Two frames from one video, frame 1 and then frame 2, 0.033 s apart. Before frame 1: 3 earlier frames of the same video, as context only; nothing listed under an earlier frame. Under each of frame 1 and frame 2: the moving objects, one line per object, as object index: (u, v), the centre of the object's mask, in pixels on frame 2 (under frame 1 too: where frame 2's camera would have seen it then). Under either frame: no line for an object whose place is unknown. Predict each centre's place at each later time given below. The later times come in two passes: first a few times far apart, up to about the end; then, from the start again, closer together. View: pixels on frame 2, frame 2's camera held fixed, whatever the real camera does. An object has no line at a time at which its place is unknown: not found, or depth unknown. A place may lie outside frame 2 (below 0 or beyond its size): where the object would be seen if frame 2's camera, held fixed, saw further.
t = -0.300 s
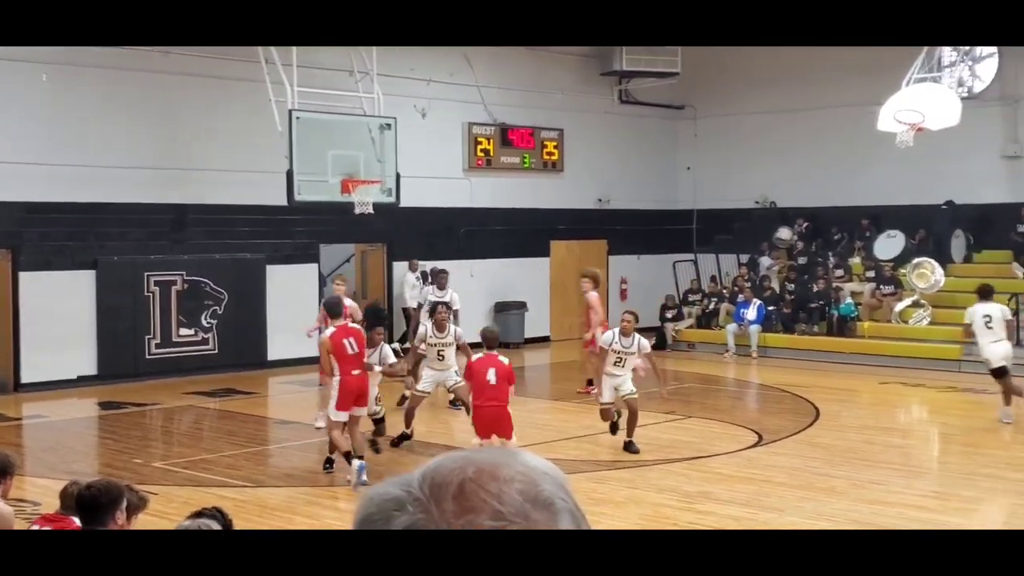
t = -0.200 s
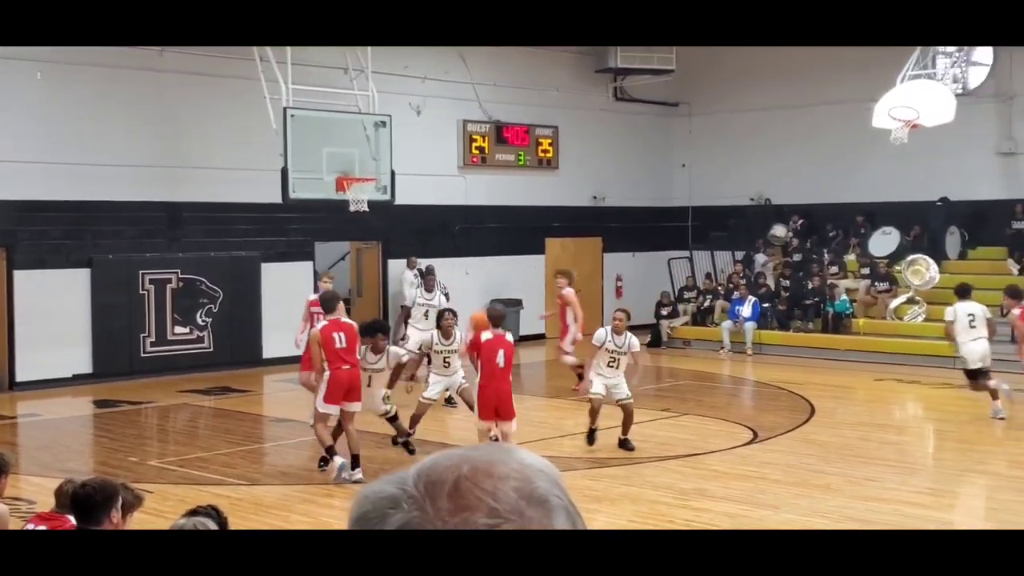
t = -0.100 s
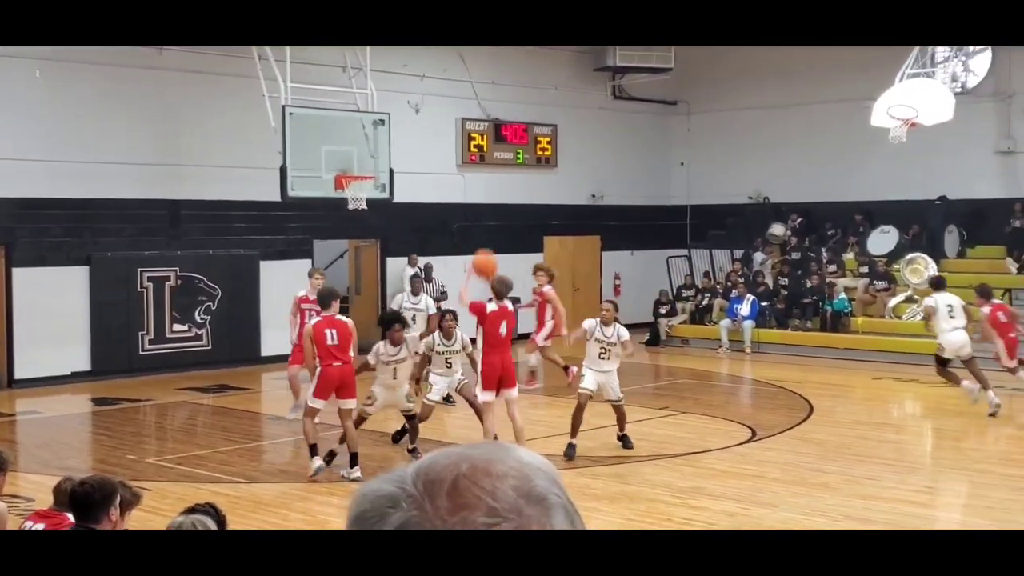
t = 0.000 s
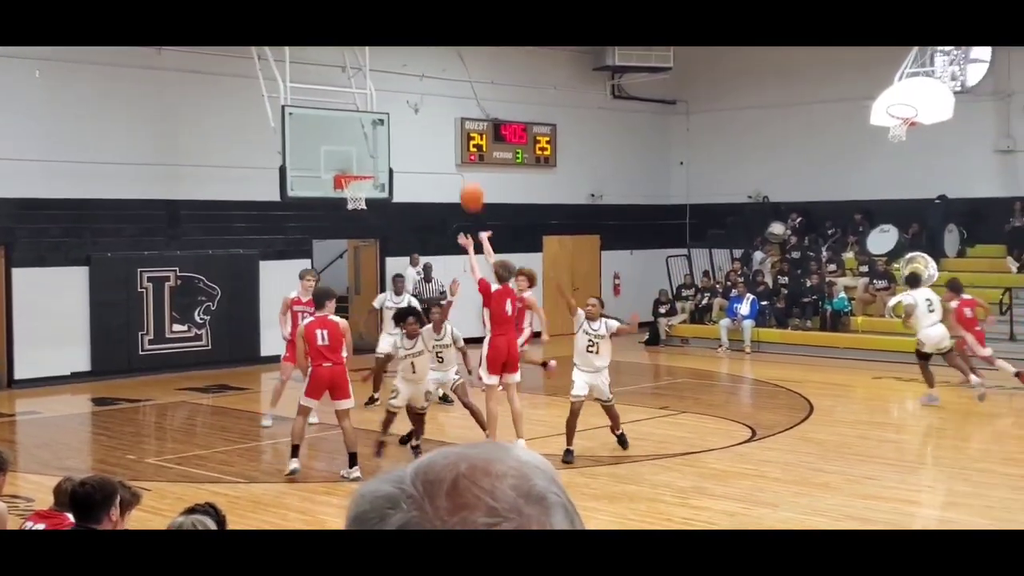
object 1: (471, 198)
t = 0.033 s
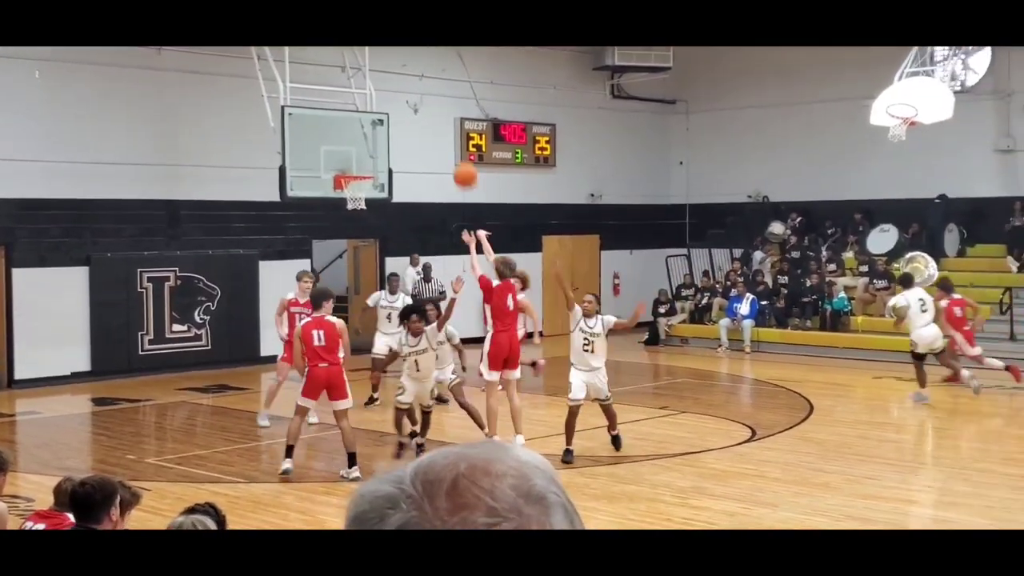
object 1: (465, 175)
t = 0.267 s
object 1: (432, 77)
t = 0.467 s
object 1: (409, 50)
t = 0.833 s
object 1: (376, 71)
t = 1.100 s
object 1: (358, 149)
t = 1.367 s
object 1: (365, 233)
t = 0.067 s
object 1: (461, 158)
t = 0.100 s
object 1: (455, 140)
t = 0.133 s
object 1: (449, 125)
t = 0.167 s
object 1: (445, 112)
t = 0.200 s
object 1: (441, 99)
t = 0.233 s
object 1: (436, 88)
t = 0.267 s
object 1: (432, 77)
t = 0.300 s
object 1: (428, 68)
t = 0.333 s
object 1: (423, 61)
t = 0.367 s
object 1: (419, 56)
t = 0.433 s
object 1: (412, 51)
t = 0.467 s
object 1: (409, 50)
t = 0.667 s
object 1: (389, 51)
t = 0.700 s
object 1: (386, 52)
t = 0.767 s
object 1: (381, 58)
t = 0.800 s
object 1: (378, 64)
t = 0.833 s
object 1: (376, 71)
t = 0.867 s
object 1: (373, 79)
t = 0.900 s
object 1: (371, 87)
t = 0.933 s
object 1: (368, 96)
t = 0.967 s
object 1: (366, 105)
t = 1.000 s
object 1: (364, 115)
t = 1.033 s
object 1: (362, 126)
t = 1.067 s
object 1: (360, 137)
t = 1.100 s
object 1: (358, 149)
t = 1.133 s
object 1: (356, 161)
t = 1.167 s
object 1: (354, 174)
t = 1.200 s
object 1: (355, 184)
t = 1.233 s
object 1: (359, 196)
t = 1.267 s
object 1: (359, 205)
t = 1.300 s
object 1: (361, 214)
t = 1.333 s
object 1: (363, 223)
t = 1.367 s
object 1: (365, 233)
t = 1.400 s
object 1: (366, 243)
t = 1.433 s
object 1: (368, 254)
